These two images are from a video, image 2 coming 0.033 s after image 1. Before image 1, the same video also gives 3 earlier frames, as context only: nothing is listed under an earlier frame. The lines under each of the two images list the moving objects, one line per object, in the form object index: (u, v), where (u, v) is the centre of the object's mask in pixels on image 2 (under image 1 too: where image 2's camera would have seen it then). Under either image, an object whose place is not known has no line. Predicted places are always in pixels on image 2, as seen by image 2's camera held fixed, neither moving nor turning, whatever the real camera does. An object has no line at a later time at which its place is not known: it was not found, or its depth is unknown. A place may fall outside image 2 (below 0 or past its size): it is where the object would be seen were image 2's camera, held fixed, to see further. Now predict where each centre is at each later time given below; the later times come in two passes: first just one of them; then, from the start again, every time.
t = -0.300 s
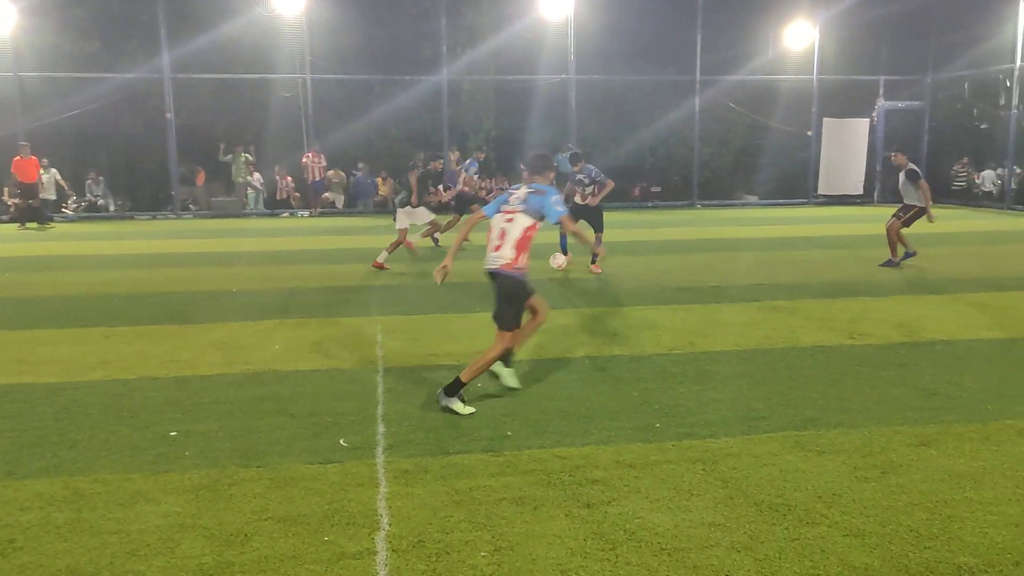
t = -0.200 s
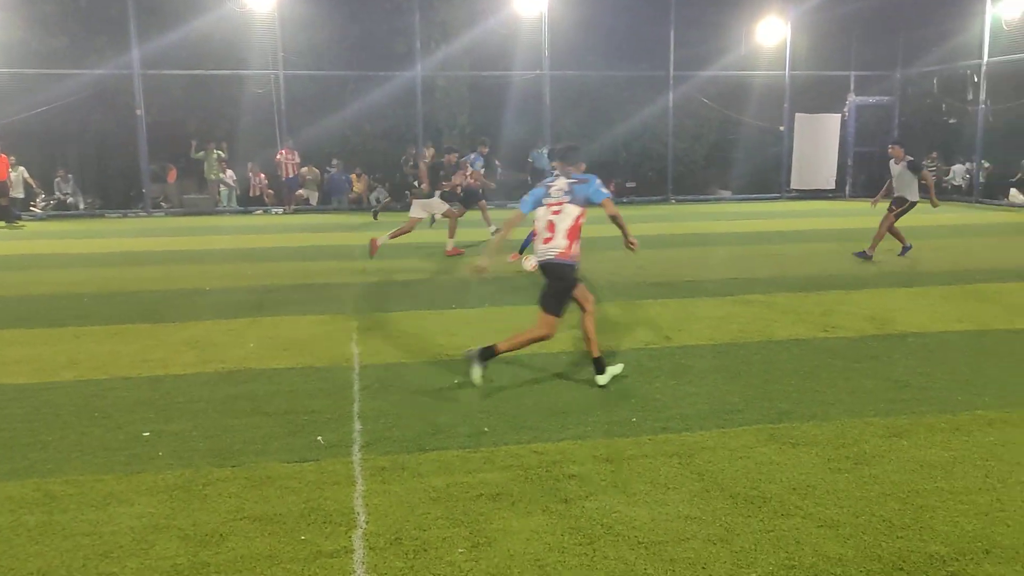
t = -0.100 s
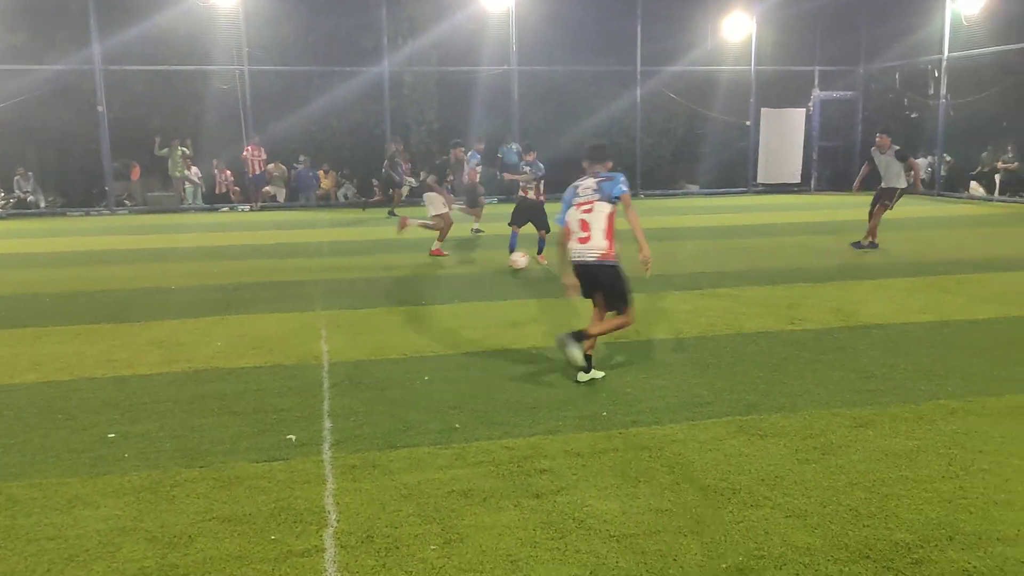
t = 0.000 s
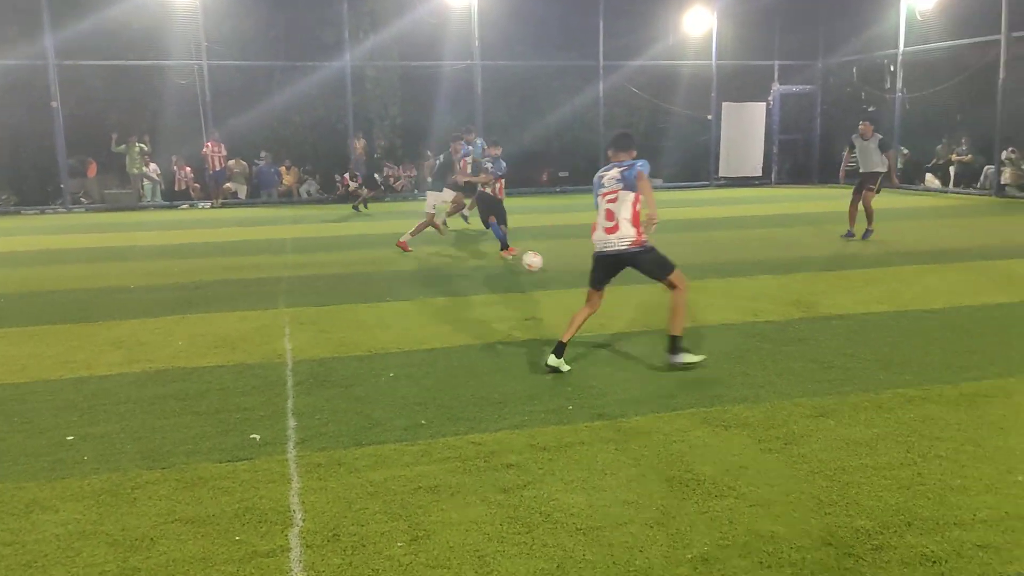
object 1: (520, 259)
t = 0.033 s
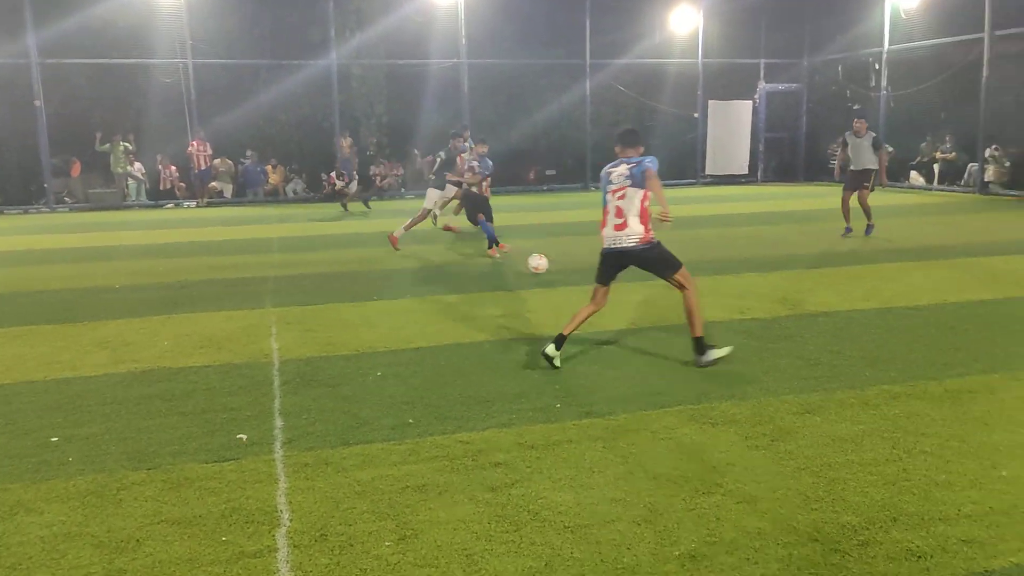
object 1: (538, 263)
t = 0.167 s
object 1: (607, 275)
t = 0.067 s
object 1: (555, 268)
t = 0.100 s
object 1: (573, 274)
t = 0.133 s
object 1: (590, 274)
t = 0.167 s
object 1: (607, 275)
